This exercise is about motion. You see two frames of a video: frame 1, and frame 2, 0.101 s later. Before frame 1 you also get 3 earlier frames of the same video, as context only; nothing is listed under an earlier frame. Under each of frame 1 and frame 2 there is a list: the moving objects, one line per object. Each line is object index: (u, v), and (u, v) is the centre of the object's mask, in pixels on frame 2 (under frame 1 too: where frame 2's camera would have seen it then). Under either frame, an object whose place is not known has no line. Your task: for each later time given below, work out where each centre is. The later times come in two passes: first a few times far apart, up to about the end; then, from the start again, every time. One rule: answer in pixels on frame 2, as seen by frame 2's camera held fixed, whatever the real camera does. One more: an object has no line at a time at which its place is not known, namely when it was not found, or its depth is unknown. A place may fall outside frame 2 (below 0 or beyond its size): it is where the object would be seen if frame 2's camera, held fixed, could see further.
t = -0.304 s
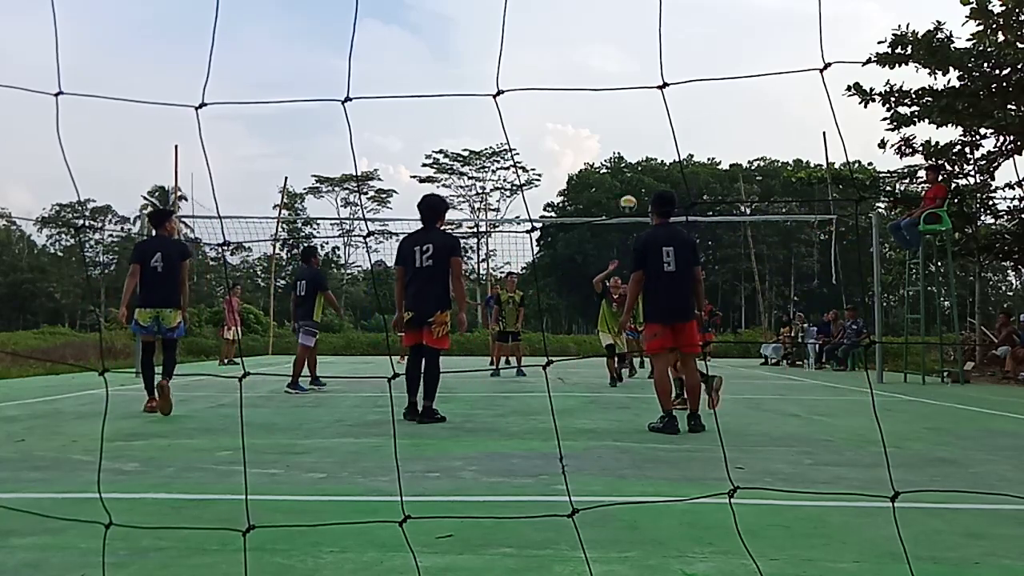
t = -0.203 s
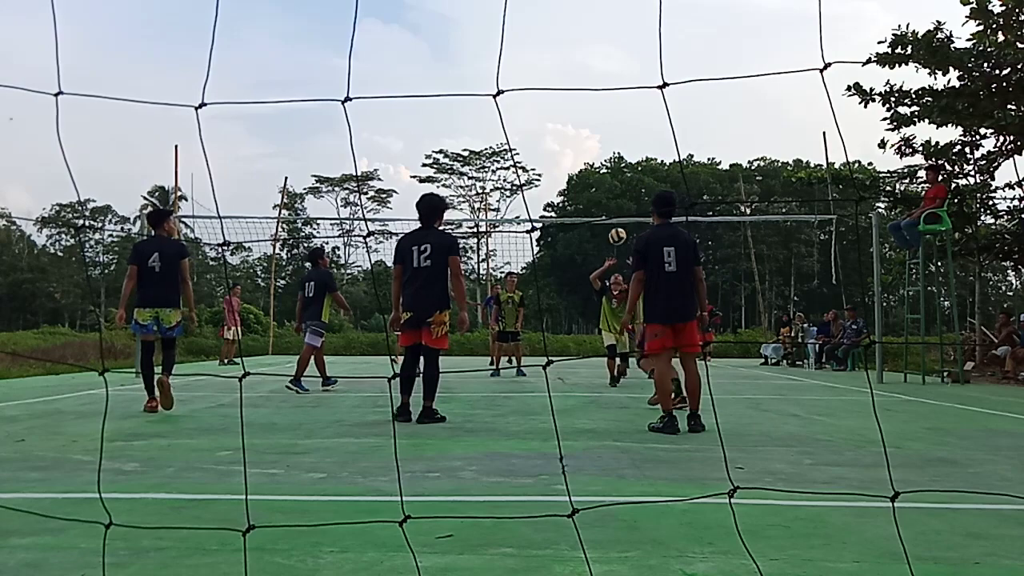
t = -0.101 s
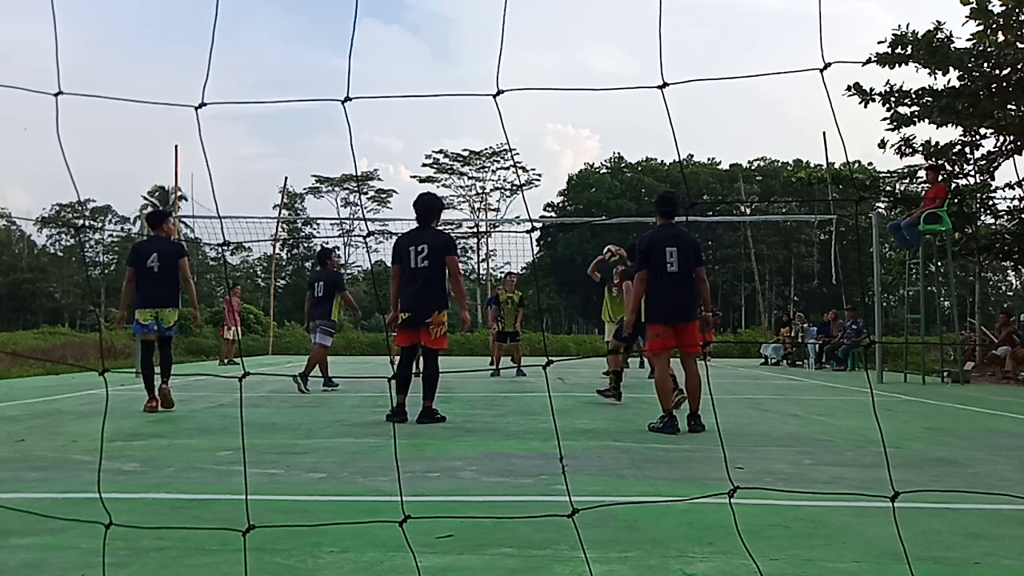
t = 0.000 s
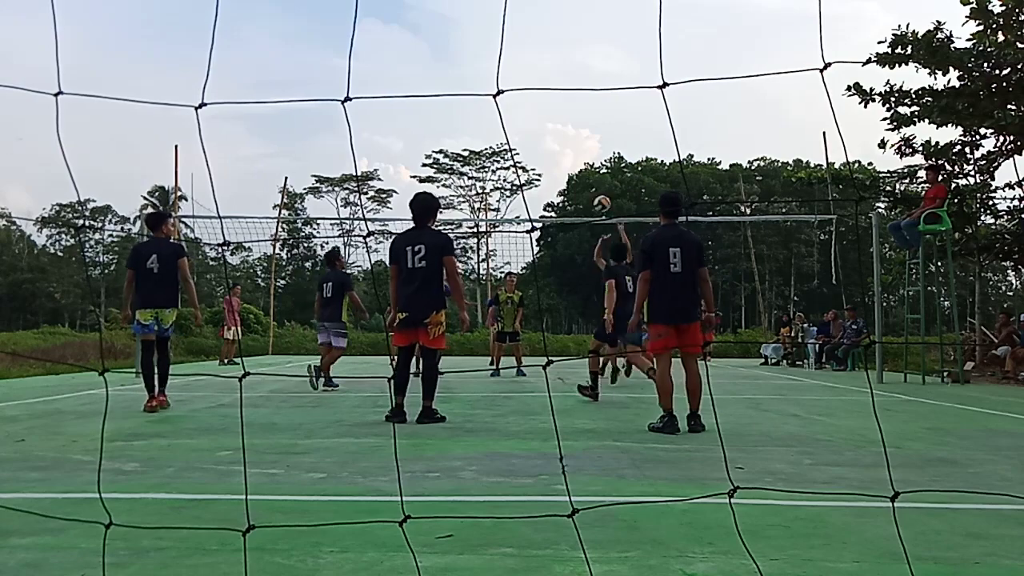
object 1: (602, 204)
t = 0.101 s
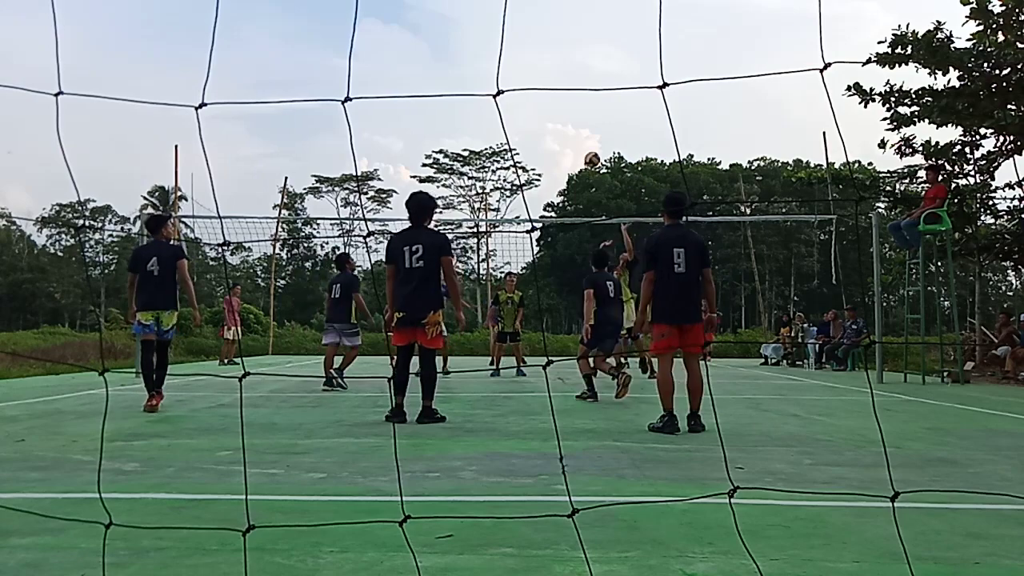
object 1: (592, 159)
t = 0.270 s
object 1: (577, 104)
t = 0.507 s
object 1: (558, 62)
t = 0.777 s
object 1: (536, 64)
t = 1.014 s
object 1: (518, 108)
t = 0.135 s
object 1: (589, 146)
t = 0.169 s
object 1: (586, 134)
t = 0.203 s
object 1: (583, 123)
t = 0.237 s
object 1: (580, 113)
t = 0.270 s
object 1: (577, 104)
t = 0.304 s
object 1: (574, 96)
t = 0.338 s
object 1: (572, 88)
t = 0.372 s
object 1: (569, 81)
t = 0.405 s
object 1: (566, 75)
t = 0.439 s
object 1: (563, 70)
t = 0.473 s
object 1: (561, 66)
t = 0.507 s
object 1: (558, 62)
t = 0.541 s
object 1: (555, 60)
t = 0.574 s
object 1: (552, 58)
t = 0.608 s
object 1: (550, 57)
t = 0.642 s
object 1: (547, 57)
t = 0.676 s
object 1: (544, 57)
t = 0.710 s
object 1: (542, 59)
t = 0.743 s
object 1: (539, 61)
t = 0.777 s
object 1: (536, 64)
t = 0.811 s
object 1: (534, 68)
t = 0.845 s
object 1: (531, 73)
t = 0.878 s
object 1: (528, 78)
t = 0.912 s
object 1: (526, 84)
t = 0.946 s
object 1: (523, 92)
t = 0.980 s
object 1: (520, 100)
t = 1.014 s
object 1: (518, 108)
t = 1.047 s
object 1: (515, 118)
